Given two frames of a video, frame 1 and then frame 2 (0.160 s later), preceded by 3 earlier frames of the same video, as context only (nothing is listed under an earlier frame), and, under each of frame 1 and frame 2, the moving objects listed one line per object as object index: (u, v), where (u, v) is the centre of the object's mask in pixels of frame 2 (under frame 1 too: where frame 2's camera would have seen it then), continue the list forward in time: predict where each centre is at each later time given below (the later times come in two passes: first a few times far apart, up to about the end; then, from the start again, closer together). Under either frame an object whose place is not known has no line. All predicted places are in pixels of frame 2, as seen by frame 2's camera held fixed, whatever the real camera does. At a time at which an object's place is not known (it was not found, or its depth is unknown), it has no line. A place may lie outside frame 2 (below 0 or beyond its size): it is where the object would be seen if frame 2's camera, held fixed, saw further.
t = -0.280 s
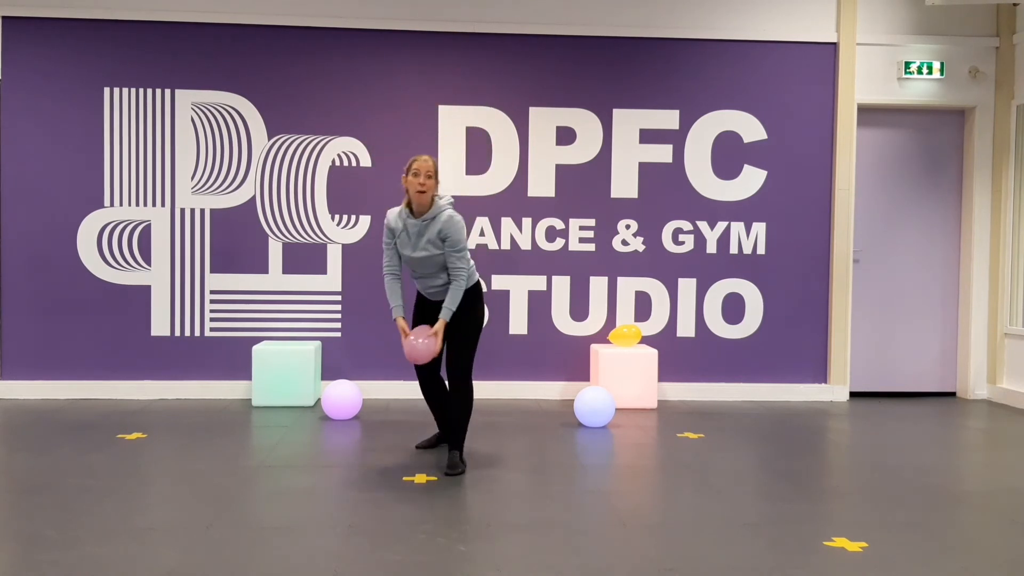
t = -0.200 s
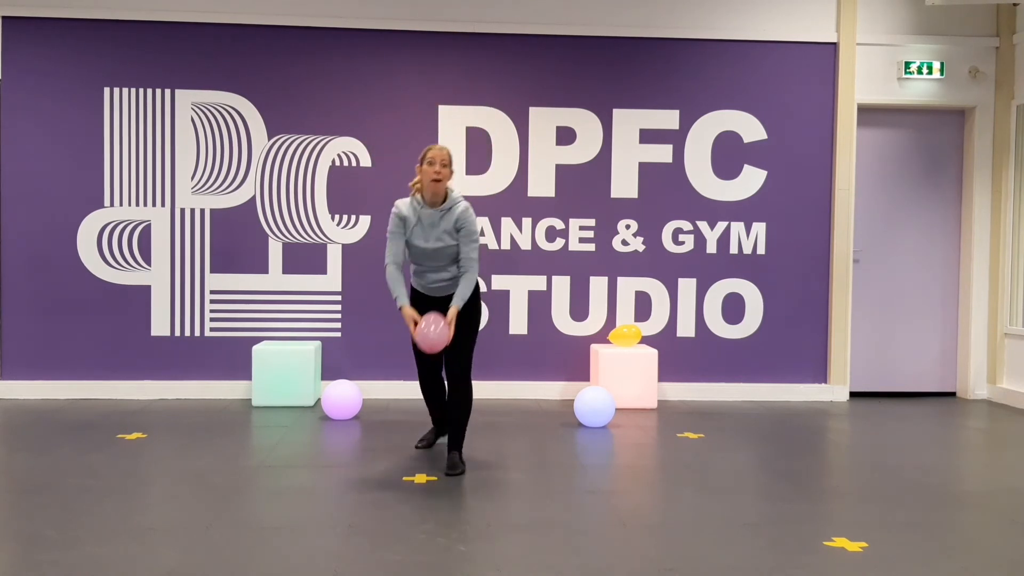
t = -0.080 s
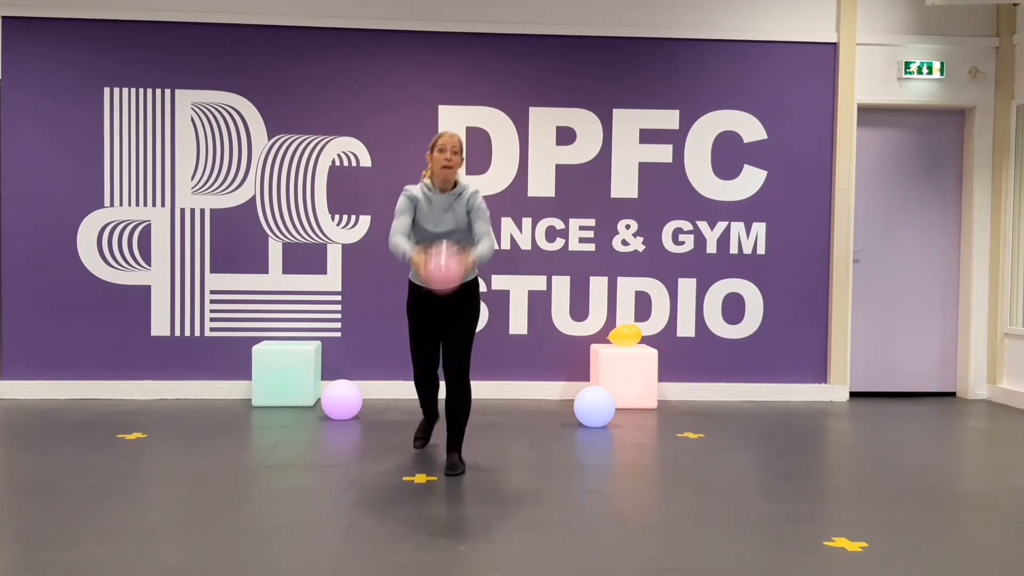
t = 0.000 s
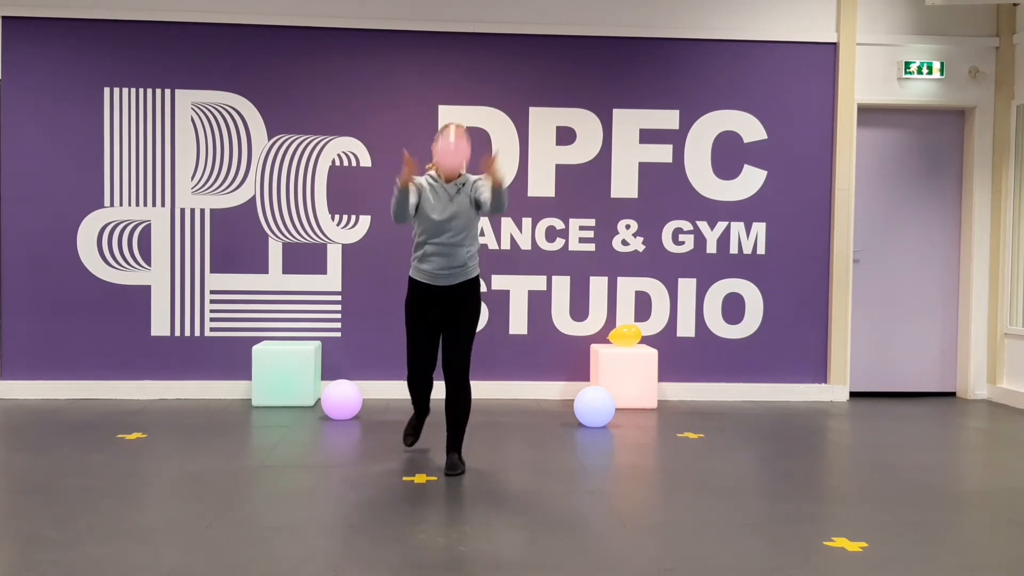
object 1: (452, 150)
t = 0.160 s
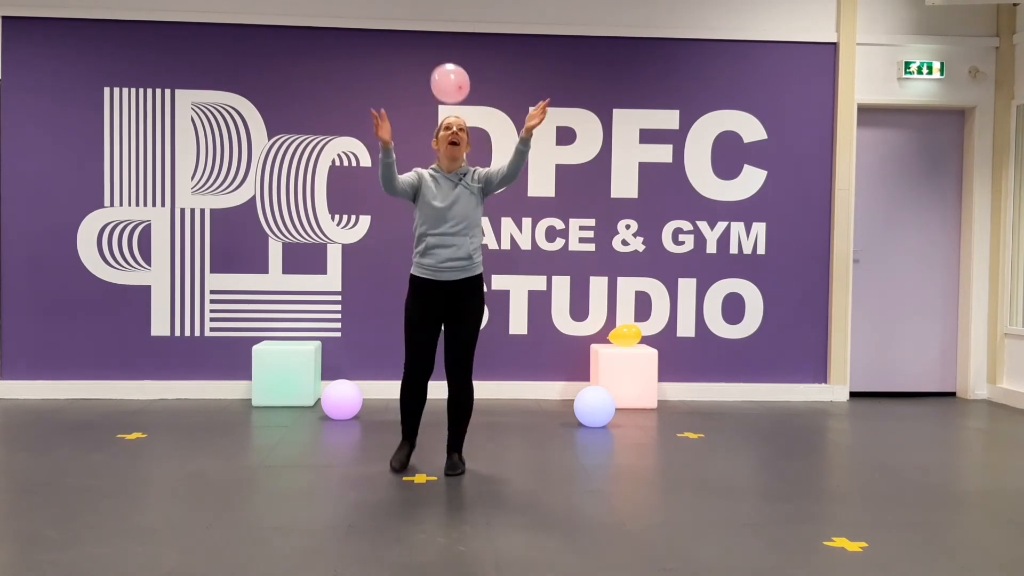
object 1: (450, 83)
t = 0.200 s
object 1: (448, 76)
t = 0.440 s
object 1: (440, 62)
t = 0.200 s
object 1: (448, 76)
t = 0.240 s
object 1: (446, 68)
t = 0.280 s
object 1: (444, 67)
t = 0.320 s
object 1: (442, 64)
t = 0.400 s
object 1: (441, 63)
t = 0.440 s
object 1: (440, 62)
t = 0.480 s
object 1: (439, 62)
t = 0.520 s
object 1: (438, 63)
